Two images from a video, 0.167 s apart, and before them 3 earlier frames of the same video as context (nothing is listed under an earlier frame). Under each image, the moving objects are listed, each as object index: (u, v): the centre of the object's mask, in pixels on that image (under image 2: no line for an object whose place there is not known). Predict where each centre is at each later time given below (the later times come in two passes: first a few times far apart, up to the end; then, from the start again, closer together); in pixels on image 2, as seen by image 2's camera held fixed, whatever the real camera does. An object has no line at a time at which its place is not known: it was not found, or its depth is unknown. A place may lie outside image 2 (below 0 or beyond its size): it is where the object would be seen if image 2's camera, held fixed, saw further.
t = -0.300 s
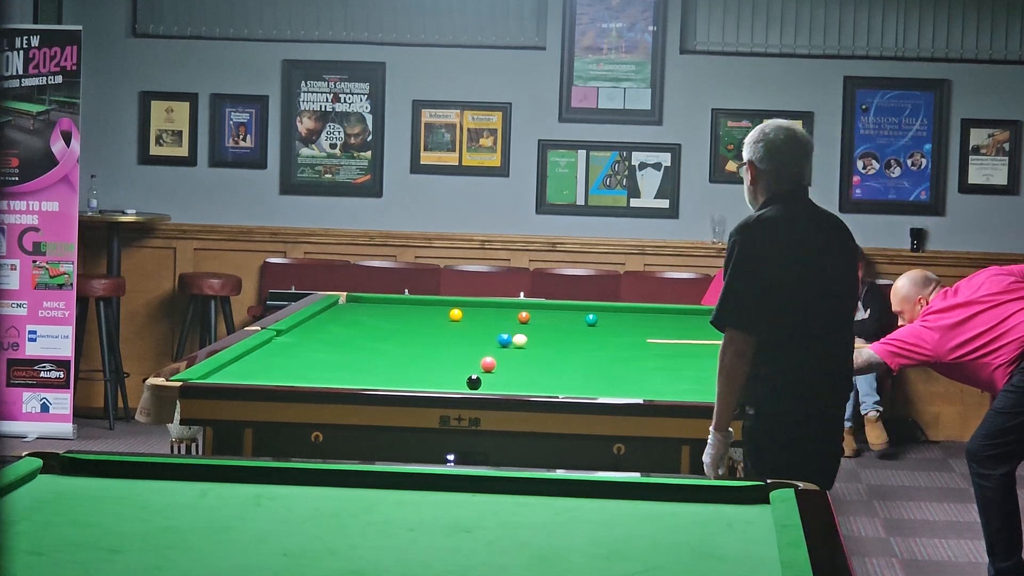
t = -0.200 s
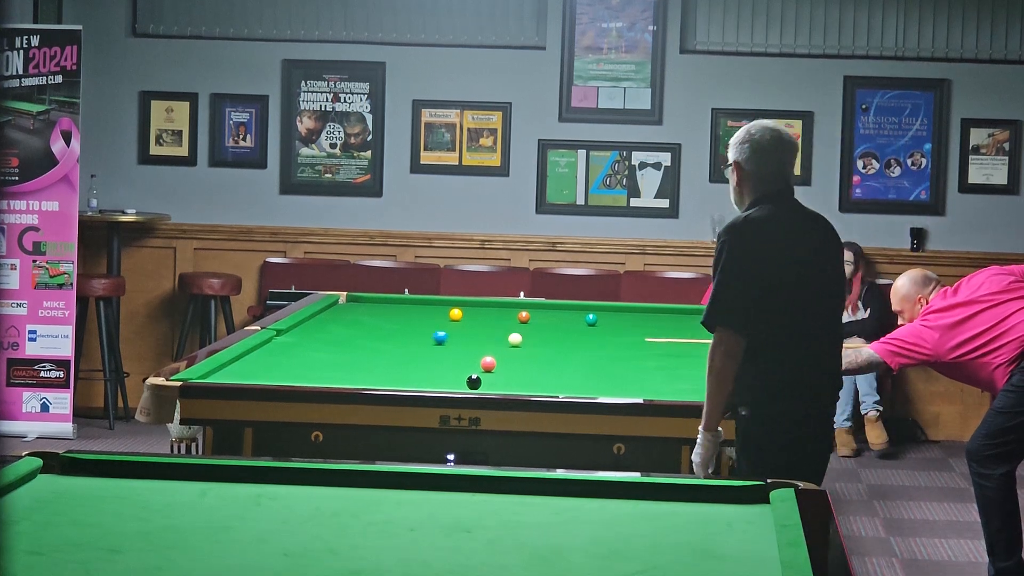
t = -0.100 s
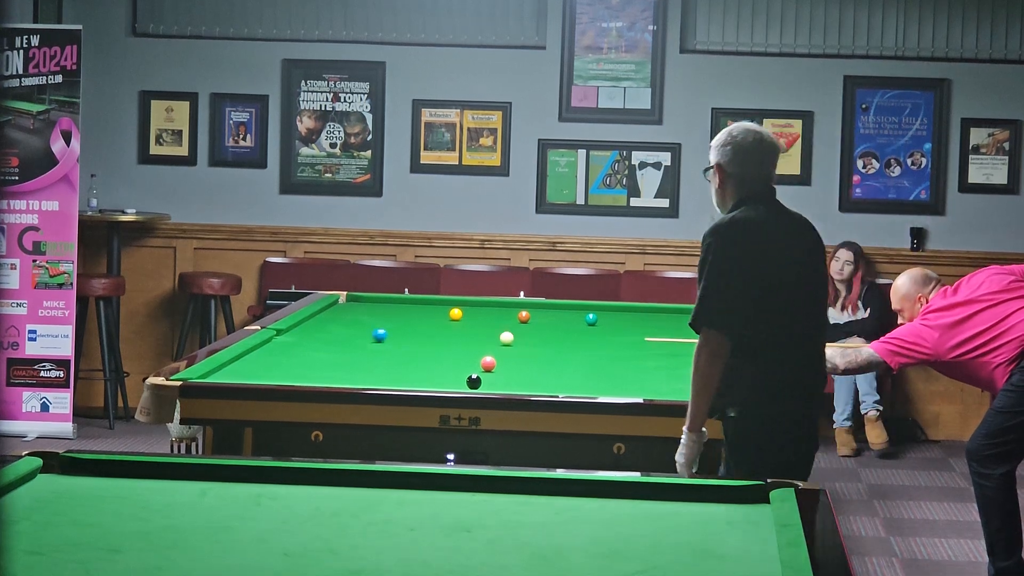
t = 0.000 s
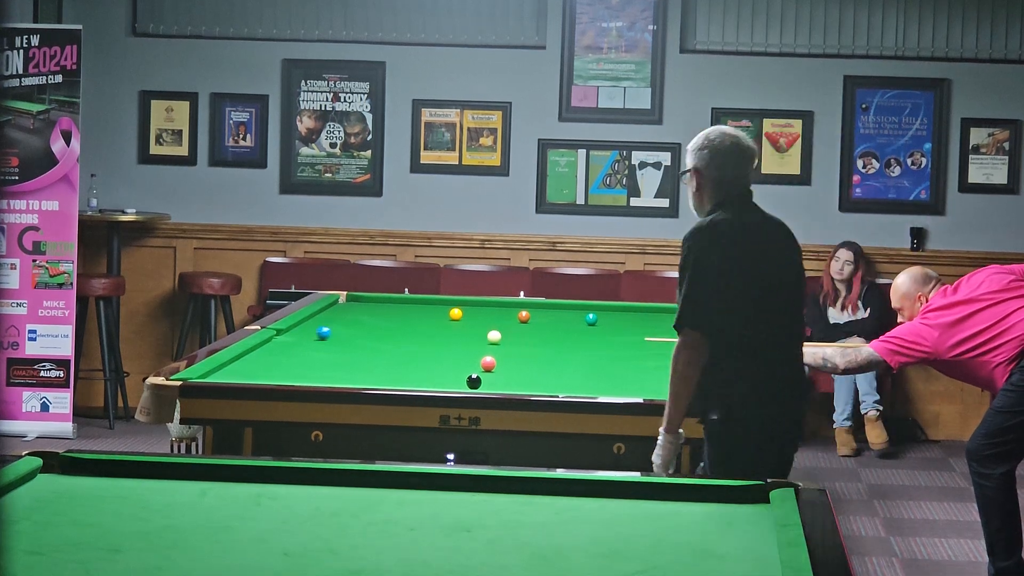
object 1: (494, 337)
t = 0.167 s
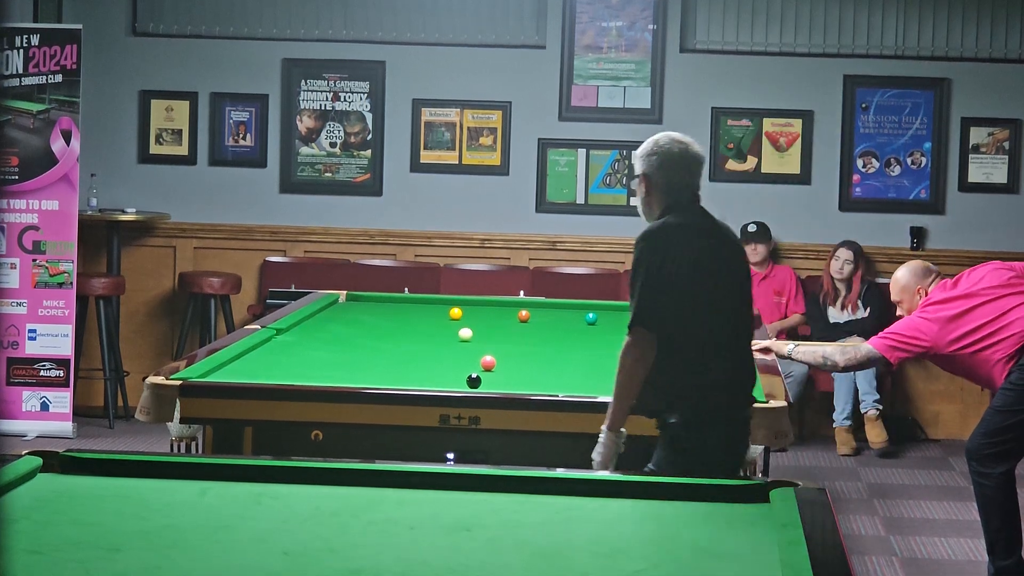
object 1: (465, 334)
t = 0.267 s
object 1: (447, 333)
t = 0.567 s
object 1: (394, 329)
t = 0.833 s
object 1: (350, 326)
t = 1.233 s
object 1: (315, 323)
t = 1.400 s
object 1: (329, 322)
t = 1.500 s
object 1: (338, 322)
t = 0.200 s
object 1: (459, 334)
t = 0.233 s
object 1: (453, 333)
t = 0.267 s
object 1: (447, 333)
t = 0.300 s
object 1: (441, 332)
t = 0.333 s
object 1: (435, 332)
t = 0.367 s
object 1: (429, 332)
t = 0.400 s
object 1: (423, 331)
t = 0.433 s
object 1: (418, 331)
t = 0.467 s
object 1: (412, 330)
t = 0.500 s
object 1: (406, 330)
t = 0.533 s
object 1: (400, 330)
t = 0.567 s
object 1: (394, 329)
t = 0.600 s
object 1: (389, 329)
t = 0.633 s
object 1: (383, 328)
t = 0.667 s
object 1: (378, 328)
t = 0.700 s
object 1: (372, 327)
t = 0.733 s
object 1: (366, 327)
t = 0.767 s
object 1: (361, 327)
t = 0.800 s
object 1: (355, 327)
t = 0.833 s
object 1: (350, 326)
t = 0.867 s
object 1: (341, 325)
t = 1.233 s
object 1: (315, 323)
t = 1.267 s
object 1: (316, 323)
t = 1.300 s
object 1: (319, 323)
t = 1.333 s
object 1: (322, 323)
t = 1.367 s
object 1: (326, 323)
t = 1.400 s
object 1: (329, 322)
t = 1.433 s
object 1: (332, 322)
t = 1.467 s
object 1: (335, 322)
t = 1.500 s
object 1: (338, 322)
